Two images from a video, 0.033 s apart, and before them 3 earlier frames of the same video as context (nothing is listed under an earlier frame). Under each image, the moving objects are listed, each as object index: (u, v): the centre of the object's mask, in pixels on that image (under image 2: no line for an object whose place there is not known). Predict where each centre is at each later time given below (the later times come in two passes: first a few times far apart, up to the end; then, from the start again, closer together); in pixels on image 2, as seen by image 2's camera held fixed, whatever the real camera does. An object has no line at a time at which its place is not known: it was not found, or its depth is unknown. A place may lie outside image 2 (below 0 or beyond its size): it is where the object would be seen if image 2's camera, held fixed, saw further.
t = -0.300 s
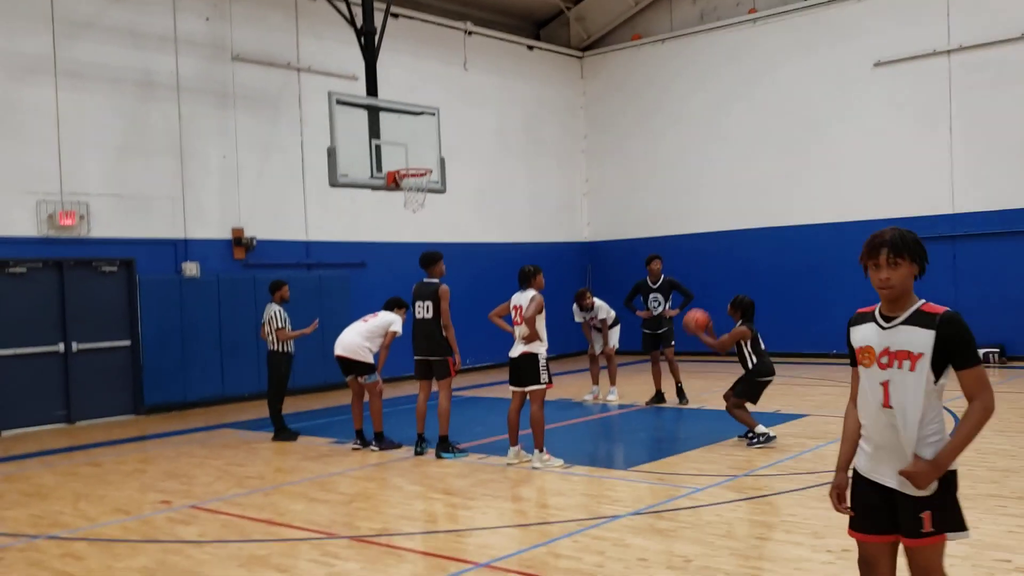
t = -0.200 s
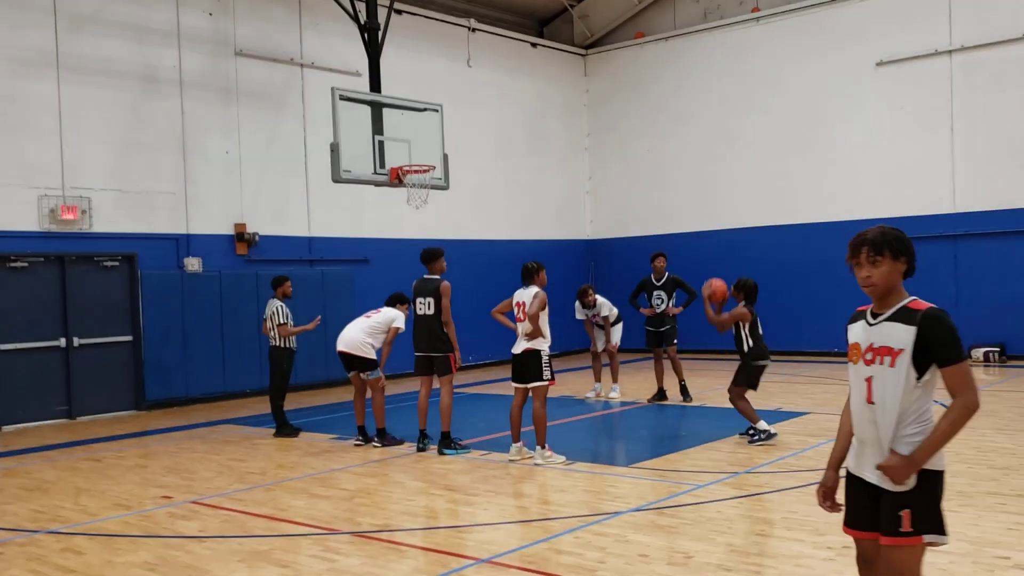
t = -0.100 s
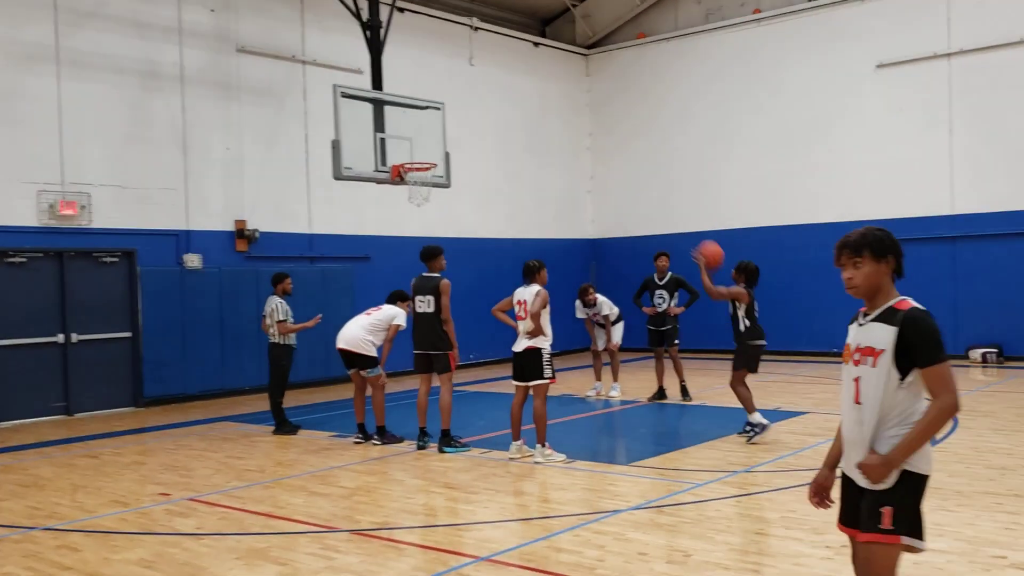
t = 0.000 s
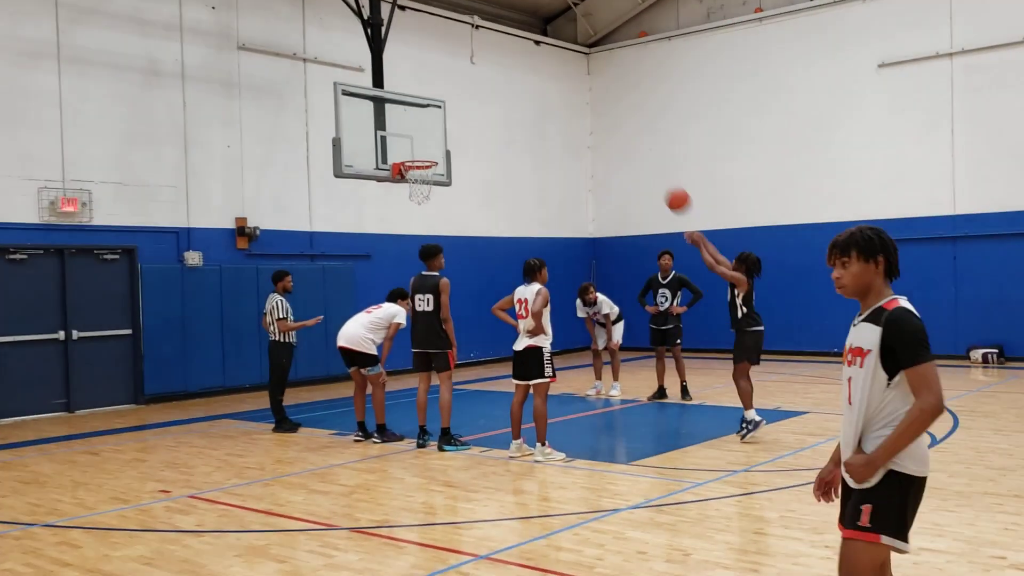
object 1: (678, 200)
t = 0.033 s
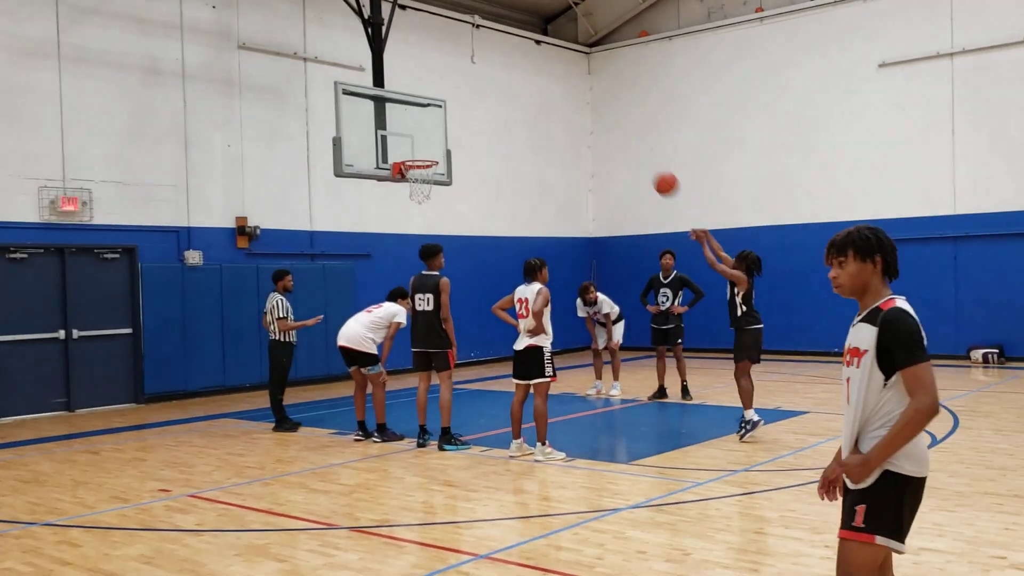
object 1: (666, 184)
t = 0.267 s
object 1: (584, 106)
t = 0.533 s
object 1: (505, 87)
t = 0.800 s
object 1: (440, 127)
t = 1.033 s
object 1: (413, 179)
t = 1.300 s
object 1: (426, 175)
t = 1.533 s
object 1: (436, 216)
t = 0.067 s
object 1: (653, 169)
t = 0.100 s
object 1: (641, 155)
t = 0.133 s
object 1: (629, 143)
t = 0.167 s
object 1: (618, 131)
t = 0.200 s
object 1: (606, 122)
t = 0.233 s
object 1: (595, 114)
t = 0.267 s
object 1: (584, 106)
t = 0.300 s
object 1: (573, 100)
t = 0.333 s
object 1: (562, 95)
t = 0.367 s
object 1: (552, 90)
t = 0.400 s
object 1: (542, 88)
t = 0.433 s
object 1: (532, 86)
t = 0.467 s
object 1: (523, 85)
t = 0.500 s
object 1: (514, 85)
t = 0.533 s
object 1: (505, 87)
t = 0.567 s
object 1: (496, 89)
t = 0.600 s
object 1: (487, 92)
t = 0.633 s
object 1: (479, 95)
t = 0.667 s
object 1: (470, 100)
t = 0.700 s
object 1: (463, 106)
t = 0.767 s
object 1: (447, 119)
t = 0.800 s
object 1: (440, 127)
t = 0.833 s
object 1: (432, 135)
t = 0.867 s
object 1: (426, 145)
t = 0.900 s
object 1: (419, 152)
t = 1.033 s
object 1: (413, 179)
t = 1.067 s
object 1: (415, 177)
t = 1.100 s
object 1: (417, 175)
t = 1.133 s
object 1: (418, 173)
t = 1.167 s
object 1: (420, 172)
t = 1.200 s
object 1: (421, 173)
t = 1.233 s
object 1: (423, 173)
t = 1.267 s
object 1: (425, 173)
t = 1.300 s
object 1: (426, 175)
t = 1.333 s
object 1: (428, 179)
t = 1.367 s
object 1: (429, 183)
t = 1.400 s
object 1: (430, 187)
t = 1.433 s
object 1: (432, 193)
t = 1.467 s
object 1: (433, 200)
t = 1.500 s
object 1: (435, 207)
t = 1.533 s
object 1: (436, 216)
